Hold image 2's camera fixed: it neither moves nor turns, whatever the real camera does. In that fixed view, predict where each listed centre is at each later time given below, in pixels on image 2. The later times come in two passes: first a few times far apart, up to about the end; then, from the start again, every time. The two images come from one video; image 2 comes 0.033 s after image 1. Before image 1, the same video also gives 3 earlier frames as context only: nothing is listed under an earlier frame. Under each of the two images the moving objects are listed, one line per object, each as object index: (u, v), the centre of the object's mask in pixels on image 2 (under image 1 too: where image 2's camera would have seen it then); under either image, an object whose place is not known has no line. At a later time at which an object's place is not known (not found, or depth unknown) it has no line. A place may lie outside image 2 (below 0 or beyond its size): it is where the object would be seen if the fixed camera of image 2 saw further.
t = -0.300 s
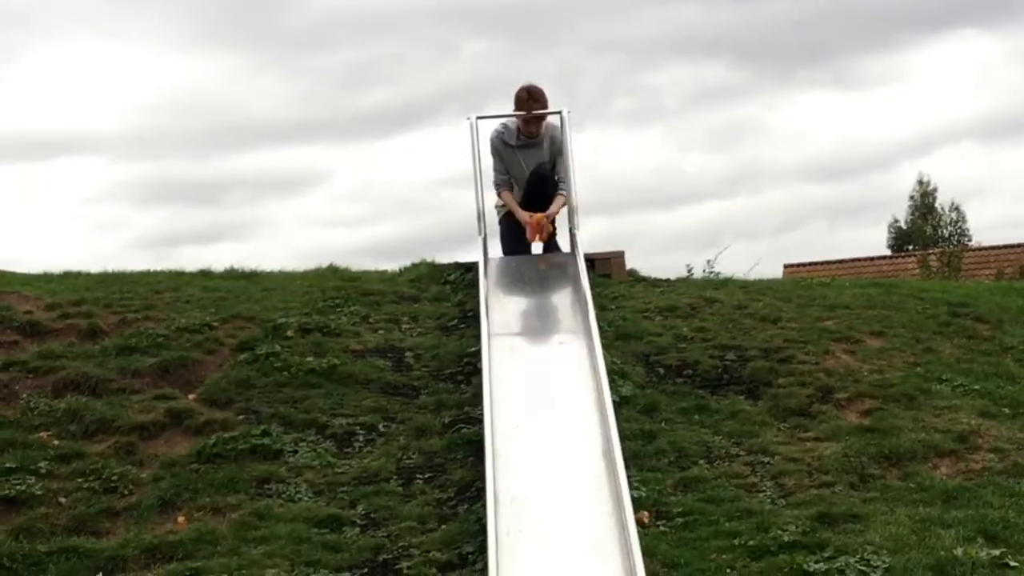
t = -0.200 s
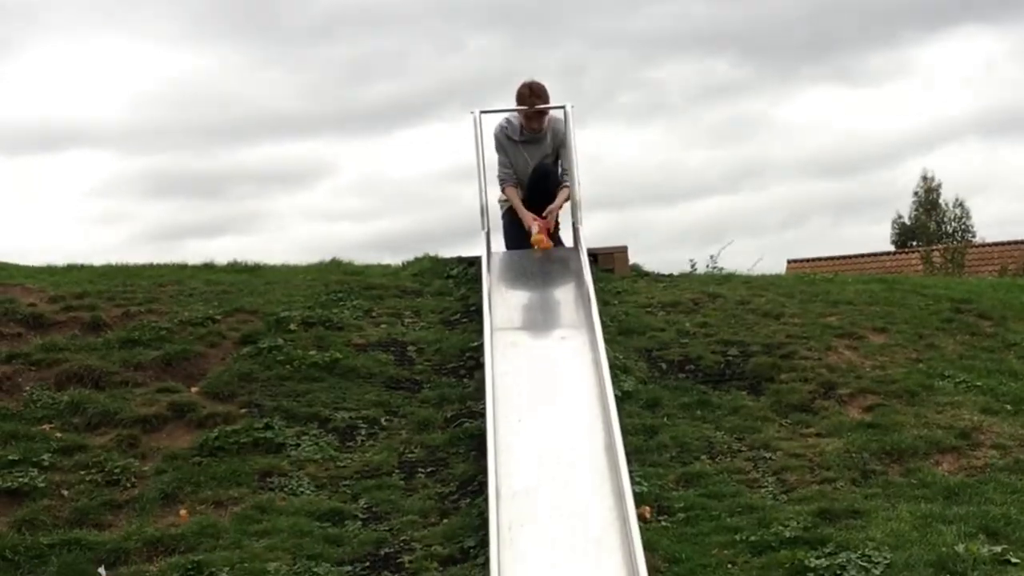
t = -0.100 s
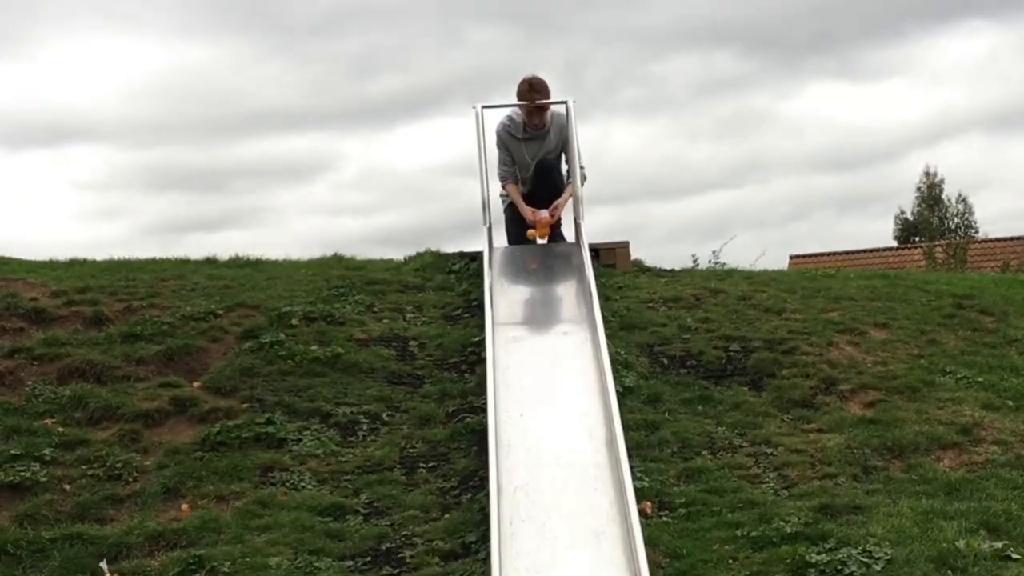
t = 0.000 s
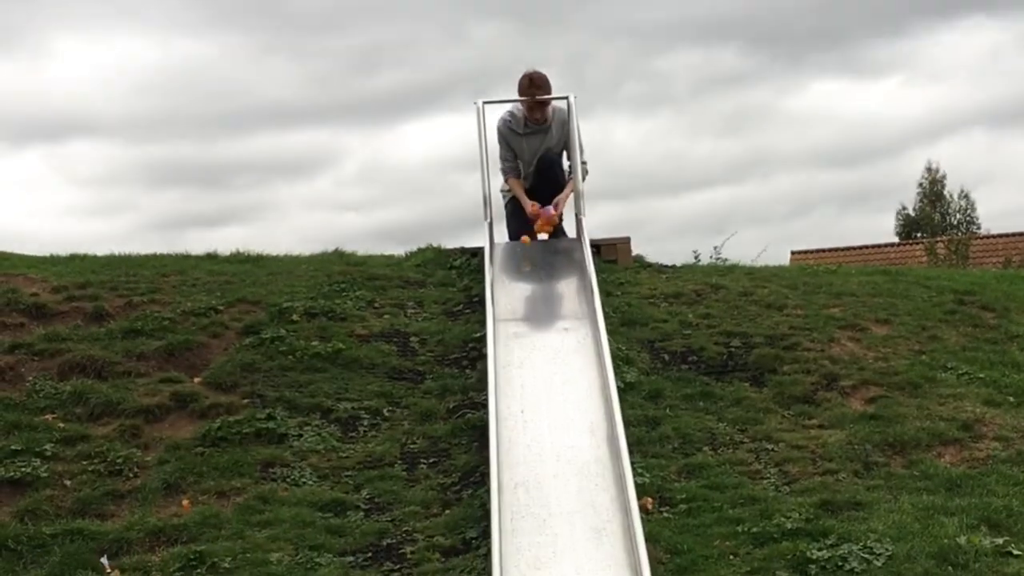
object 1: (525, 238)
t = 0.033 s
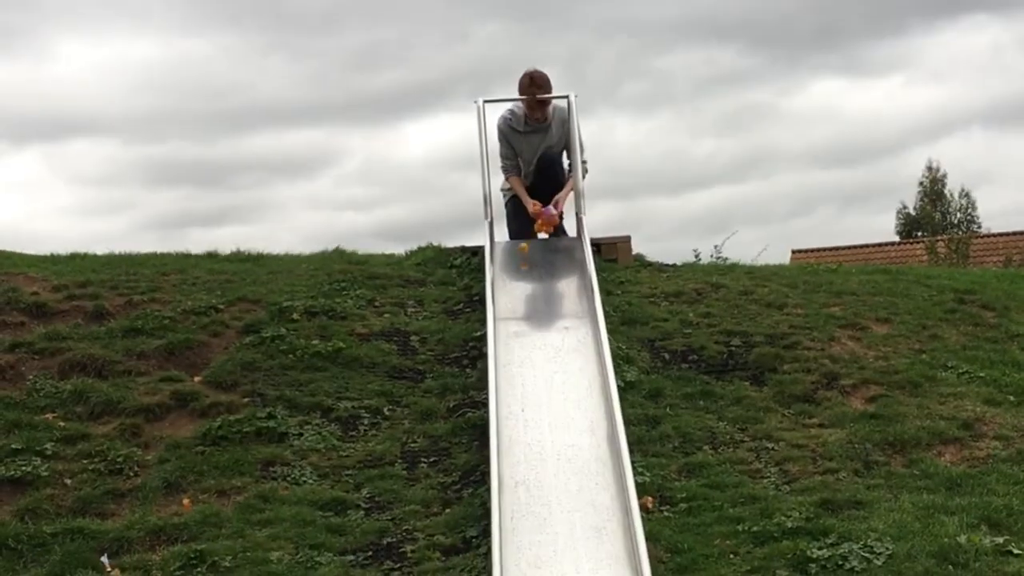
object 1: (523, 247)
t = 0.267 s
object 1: (515, 280)
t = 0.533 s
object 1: (506, 336)
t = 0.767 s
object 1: (503, 403)
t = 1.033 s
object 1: (517, 515)
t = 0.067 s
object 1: (522, 255)
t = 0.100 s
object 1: (521, 256)
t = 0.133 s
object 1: (520, 258)
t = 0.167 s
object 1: (519, 264)
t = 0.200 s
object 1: (518, 272)
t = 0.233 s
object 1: (517, 276)
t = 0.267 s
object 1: (515, 280)
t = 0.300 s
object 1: (514, 287)
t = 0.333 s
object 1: (513, 293)
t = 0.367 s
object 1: (512, 298)
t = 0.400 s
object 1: (511, 306)
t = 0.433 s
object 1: (510, 312)
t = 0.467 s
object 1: (509, 320)
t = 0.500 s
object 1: (508, 328)
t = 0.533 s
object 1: (506, 336)
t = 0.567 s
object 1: (505, 343)
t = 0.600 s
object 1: (504, 353)
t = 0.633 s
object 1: (503, 363)
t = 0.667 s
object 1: (502, 372)
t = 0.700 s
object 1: (501, 383)
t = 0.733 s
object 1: (503, 393)
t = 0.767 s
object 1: (503, 403)
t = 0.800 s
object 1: (505, 415)
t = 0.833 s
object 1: (506, 425)
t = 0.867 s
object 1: (508, 438)
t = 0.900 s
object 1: (510, 454)
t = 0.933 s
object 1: (511, 467)
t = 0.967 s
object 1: (513, 482)
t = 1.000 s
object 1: (515, 500)
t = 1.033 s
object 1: (517, 515)
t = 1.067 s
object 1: (519, 533)
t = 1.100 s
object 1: (521, 552)
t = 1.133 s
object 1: (523, 572)
